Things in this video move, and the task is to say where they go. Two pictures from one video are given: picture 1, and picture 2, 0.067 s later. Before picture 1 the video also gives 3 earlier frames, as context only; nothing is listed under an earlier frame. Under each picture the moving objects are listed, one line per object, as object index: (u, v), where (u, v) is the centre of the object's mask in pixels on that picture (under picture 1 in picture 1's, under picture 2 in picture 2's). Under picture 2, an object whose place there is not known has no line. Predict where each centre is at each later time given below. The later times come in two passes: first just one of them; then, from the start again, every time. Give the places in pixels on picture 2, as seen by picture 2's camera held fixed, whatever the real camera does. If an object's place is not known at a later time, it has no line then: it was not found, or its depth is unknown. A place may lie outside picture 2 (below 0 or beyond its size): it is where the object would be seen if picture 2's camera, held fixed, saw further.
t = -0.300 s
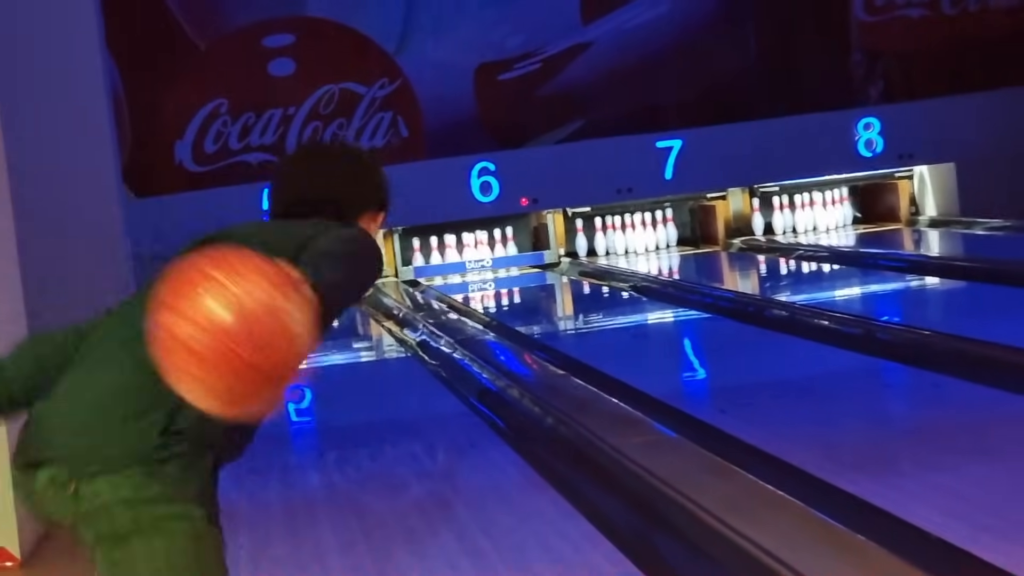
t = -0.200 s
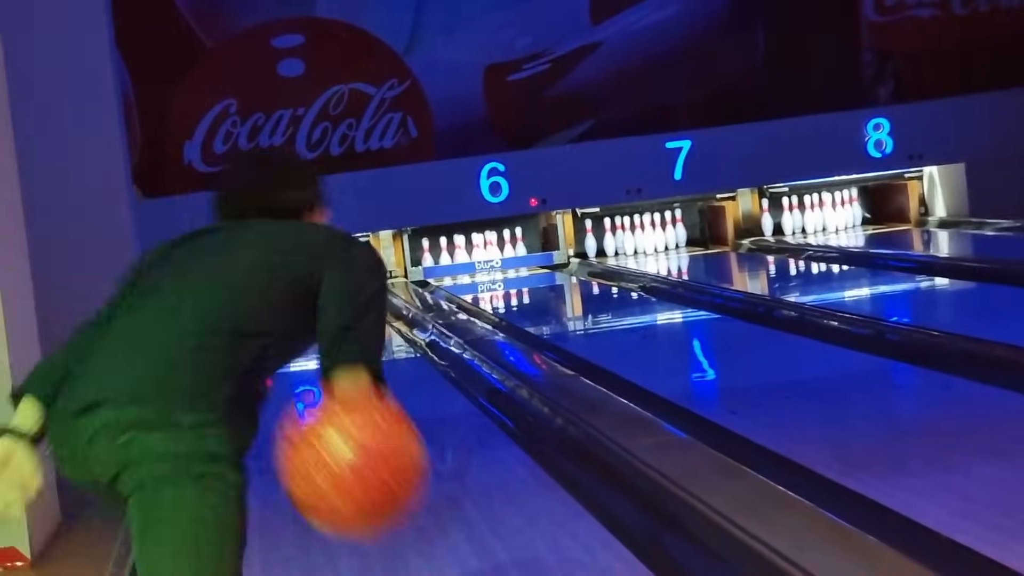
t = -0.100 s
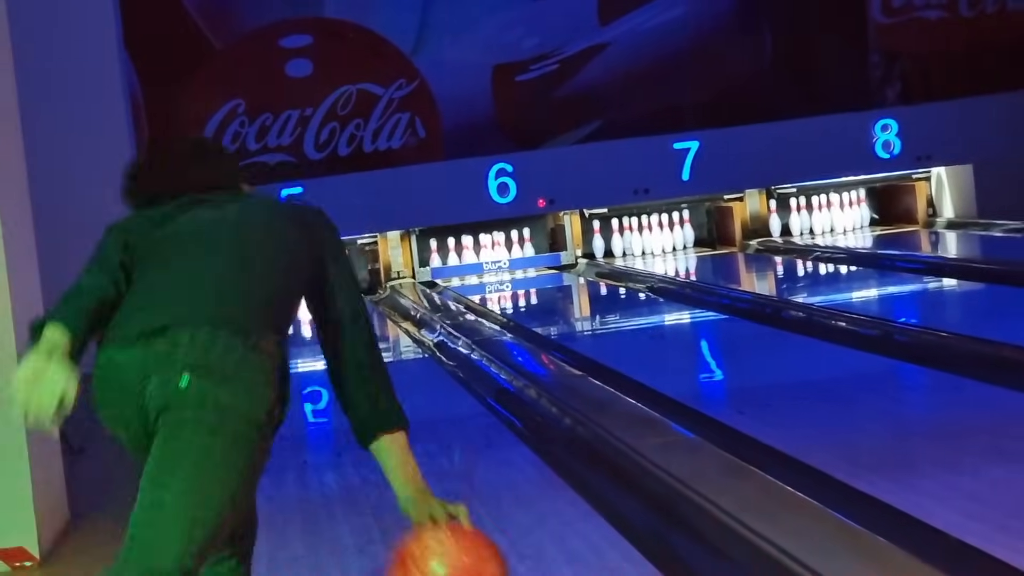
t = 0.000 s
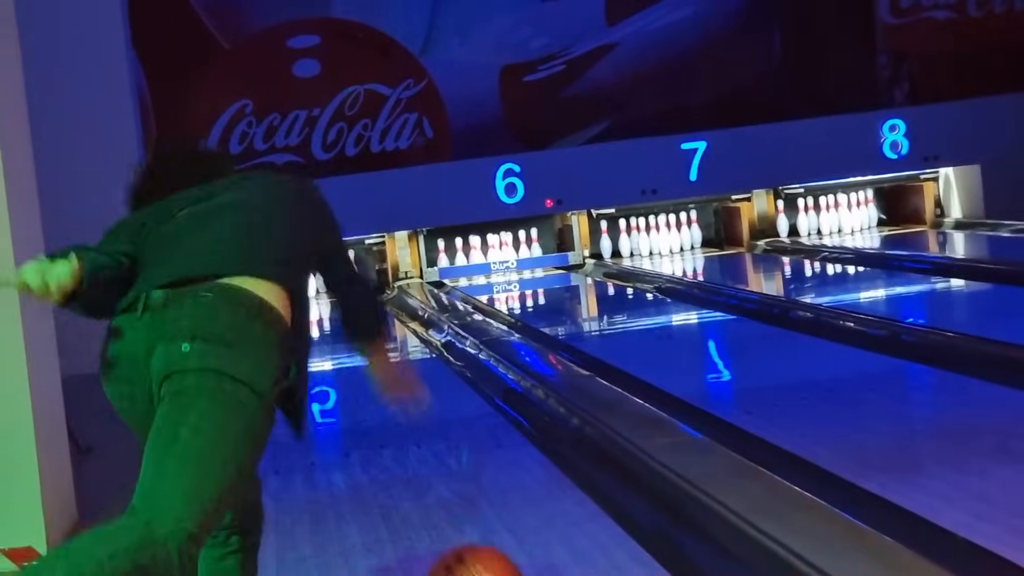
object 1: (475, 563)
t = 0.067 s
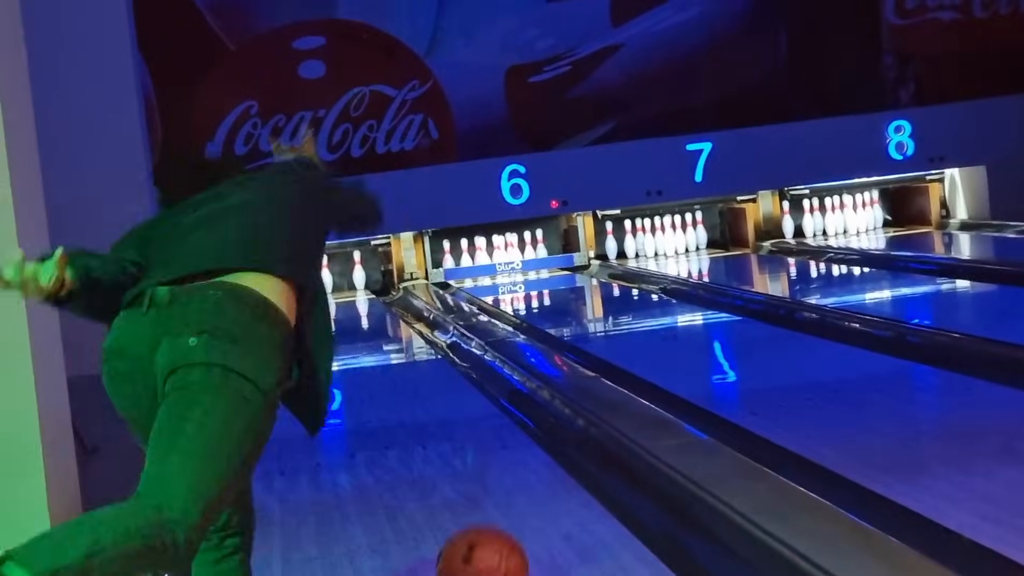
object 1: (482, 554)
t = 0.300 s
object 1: (482, 476)
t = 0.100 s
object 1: (482, 546)
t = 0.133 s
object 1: (483, 538)
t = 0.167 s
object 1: (483, 526)
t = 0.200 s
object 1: (483, 512)
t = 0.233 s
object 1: (482, 499)
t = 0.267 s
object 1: (482, 487)
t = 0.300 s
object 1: (482, 476)
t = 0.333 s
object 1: (482, 465)
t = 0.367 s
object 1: (482, 456)
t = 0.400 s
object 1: (481, 446)
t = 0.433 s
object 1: (482, 438)
